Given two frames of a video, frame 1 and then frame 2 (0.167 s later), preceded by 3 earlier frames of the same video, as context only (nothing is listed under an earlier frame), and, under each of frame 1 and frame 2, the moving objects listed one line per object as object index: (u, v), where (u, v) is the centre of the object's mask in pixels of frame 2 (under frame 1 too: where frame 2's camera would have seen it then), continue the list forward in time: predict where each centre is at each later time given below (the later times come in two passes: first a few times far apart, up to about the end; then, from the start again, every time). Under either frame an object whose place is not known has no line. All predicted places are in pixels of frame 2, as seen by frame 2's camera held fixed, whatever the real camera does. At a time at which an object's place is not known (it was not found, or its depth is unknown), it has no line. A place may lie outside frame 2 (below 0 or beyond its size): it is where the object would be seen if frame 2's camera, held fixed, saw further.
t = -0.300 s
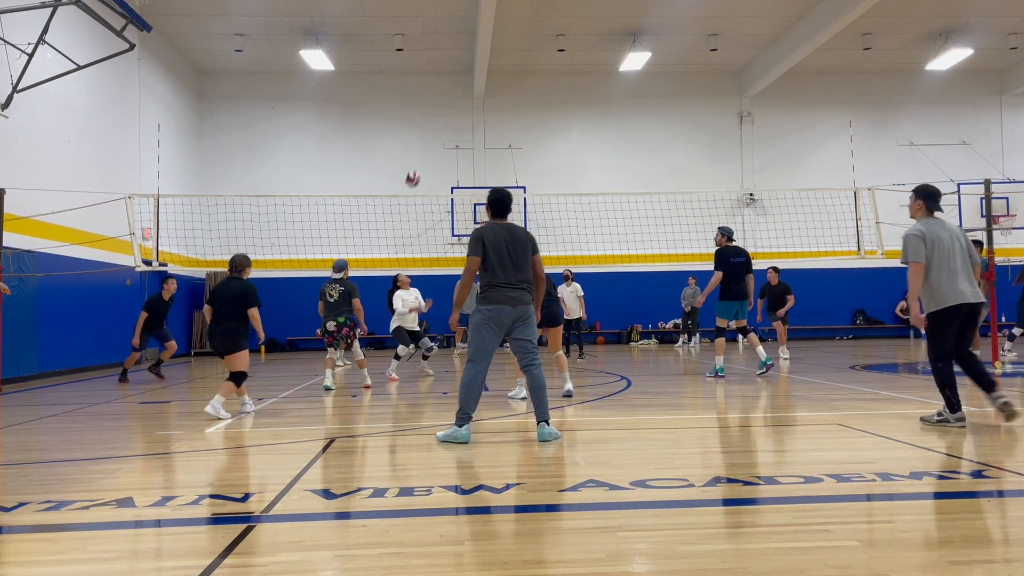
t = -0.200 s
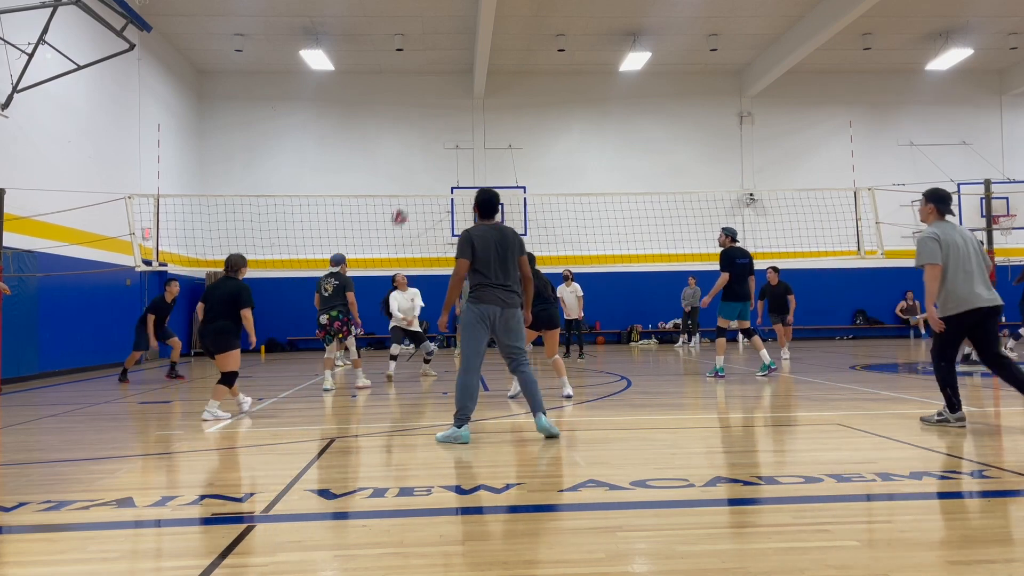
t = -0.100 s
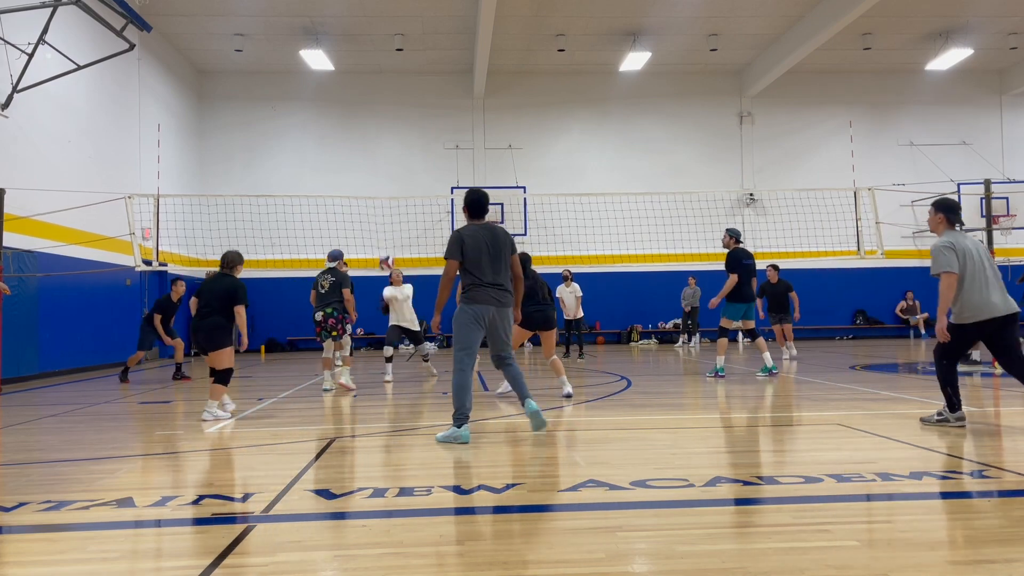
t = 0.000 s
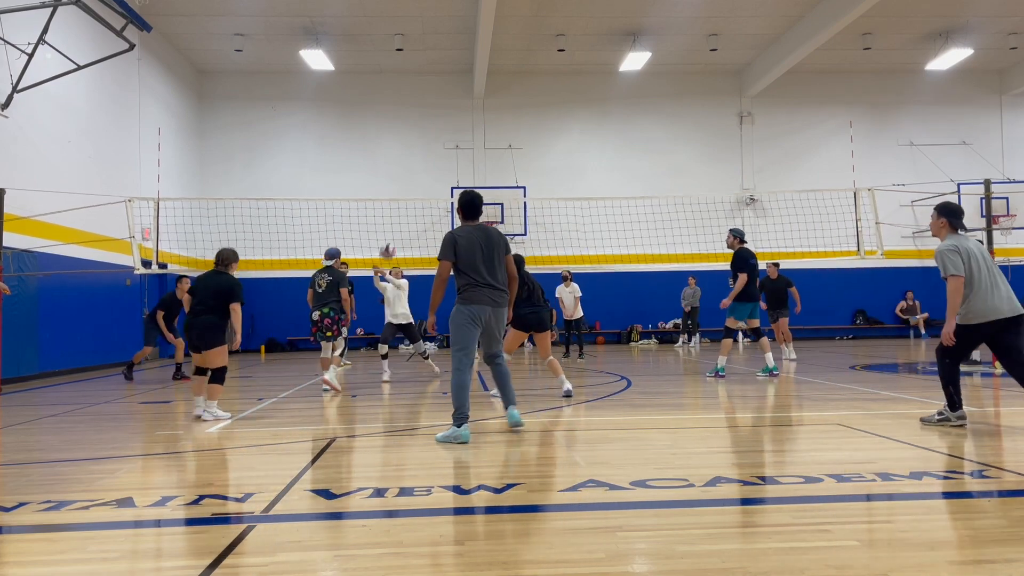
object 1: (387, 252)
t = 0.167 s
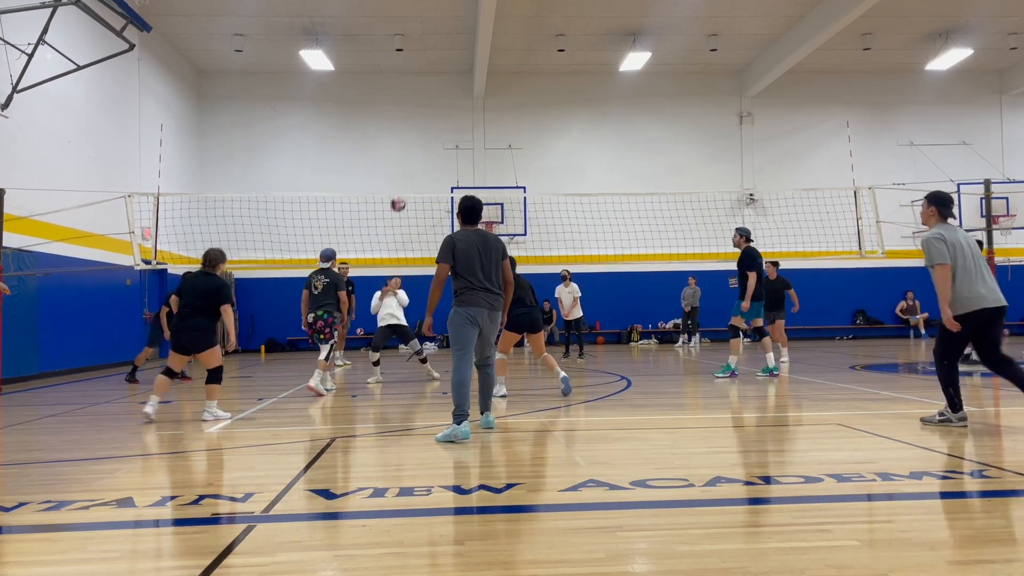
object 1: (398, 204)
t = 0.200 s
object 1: (400, 198)
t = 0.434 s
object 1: (414, 175)
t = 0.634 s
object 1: (425, 184)
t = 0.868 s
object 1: (438, 224)
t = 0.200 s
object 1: (400, 198)
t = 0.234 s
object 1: (402, 192)
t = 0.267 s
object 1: (404, 186)
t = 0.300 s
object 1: (406, 183)
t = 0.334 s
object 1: (408, 180)
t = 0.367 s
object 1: (410, 177)
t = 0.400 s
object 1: (412, 176)
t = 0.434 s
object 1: (414, 175)
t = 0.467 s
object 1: (416, 175)
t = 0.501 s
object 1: (417, 175)
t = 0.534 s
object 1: (420, 177)
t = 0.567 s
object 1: (421, 178)
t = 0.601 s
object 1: (423, 181)
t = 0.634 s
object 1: (425, 184)
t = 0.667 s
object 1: (428, 188)
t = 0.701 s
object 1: (429, 192)
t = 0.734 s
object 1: (431, 200)
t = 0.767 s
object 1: (433, 204)
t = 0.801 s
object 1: (435, 210)
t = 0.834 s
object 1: (437, 217)
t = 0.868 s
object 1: (438, 224)
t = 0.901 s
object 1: (440, 233)
